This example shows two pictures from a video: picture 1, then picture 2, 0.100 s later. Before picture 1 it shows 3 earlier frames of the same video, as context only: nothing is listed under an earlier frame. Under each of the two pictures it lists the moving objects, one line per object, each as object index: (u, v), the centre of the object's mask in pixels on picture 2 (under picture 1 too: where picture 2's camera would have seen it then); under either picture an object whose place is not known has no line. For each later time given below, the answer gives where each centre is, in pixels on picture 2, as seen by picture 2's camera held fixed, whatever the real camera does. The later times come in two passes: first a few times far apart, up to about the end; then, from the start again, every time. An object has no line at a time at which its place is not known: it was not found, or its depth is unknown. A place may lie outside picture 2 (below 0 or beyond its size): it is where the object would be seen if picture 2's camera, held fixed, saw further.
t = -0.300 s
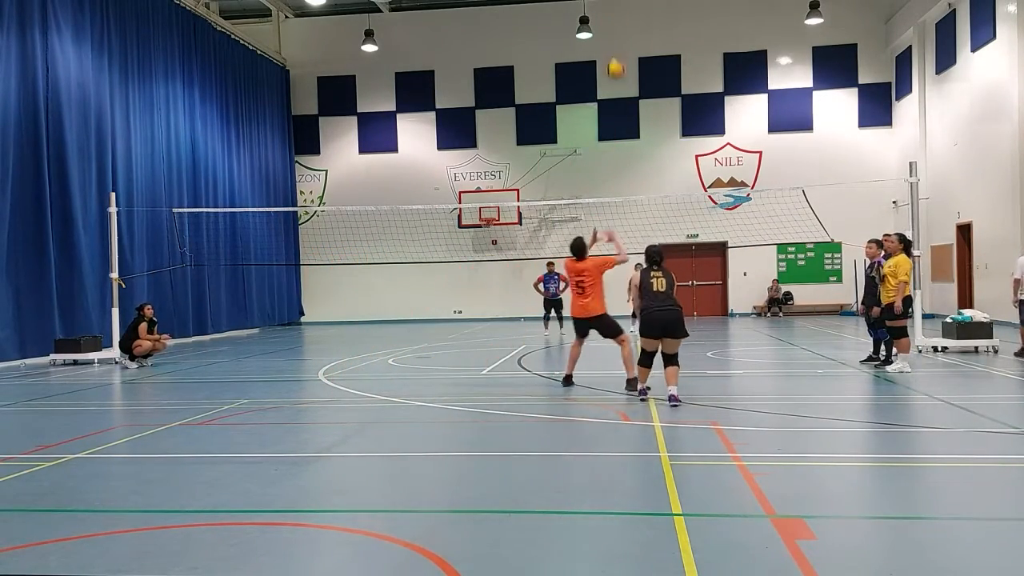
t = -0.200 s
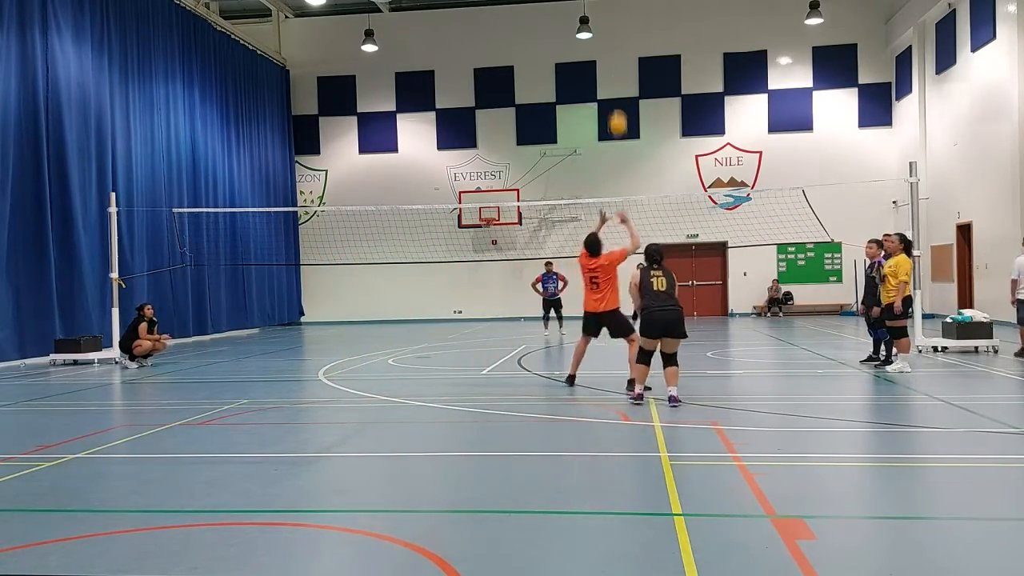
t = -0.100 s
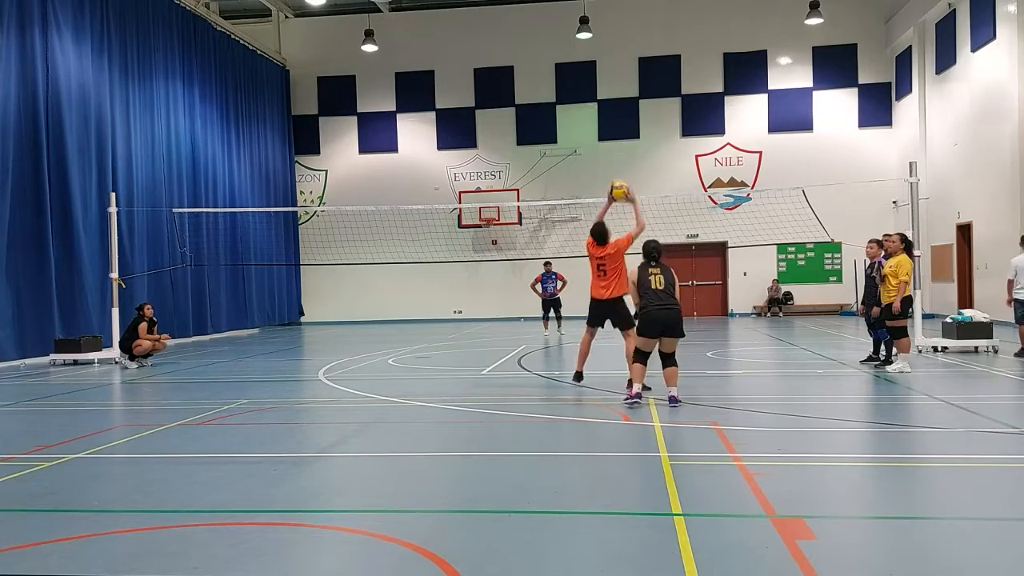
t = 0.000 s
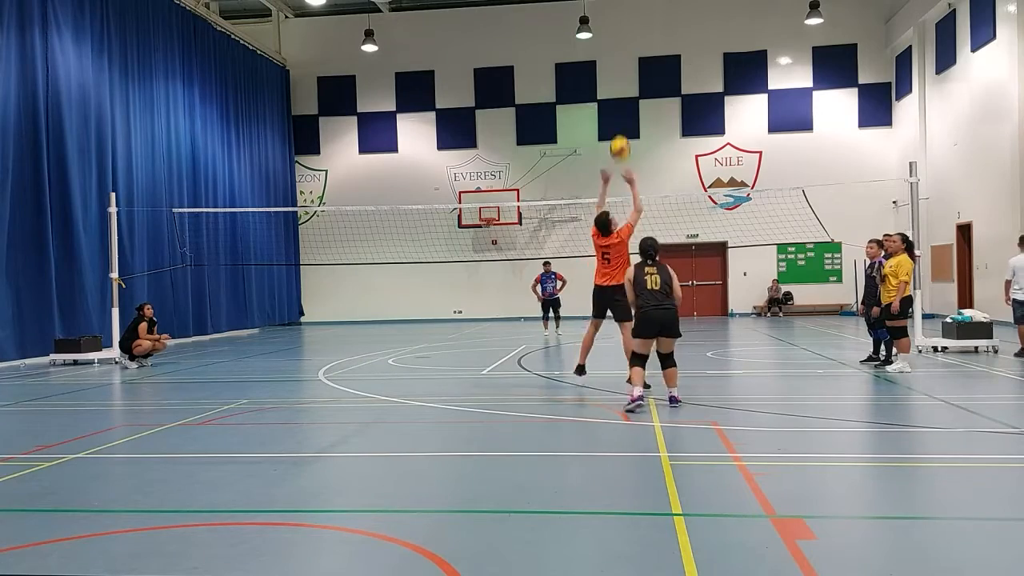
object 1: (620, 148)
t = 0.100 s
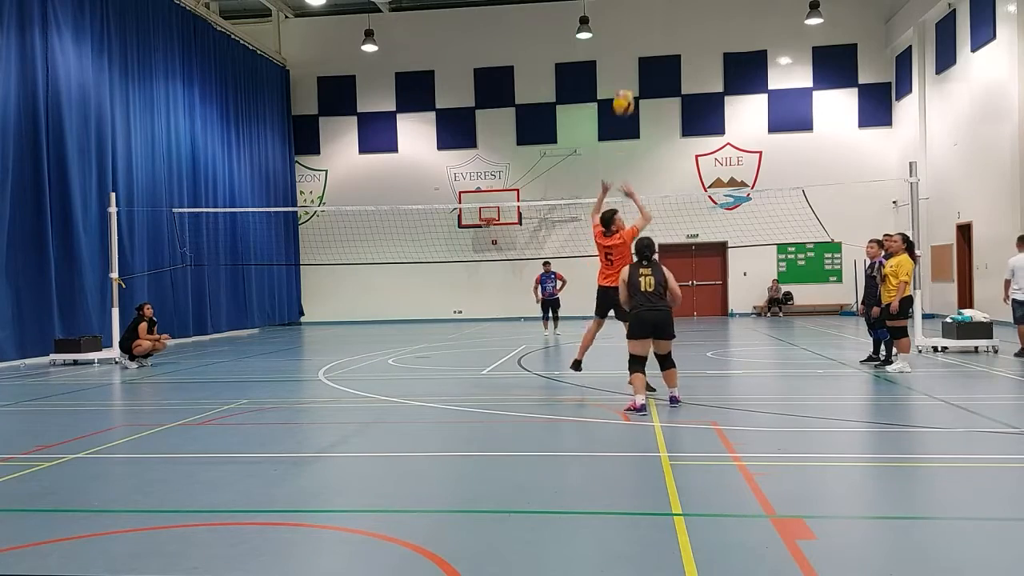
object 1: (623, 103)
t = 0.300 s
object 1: (631, 38)
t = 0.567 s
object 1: (643, 14)
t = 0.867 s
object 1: (658, 77)
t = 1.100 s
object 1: (671, 190)
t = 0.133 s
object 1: (624, 90)
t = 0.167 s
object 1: (625, 76)
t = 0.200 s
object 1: (626, 65)
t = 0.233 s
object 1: (628, 55)
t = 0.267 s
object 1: (630, 46)
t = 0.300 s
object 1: (631, 38)
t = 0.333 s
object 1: (632, 31)
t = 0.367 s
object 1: (634, 26)
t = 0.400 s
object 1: (635, 21)
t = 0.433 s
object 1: (637, 18)
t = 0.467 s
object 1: (638, 16)
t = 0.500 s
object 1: (639, 15)
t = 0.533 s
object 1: (641, 14)
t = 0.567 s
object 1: (643, 14)
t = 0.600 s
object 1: (644, 16)
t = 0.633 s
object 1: (646, 20)
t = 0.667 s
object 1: (647, 25)
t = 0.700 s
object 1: (649, 30)
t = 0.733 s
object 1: (651, 37)
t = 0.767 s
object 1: (652, 45)
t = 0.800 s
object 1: (654, 55)
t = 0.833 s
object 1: (656, 65)
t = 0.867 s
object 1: (658, 77)
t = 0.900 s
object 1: (660, 87)
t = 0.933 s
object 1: (662, 102)
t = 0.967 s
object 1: (664, 116)
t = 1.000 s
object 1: (665, 132)
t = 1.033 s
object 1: (667, 151)
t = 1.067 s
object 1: (669, 170)
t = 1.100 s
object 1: (671, 190)
